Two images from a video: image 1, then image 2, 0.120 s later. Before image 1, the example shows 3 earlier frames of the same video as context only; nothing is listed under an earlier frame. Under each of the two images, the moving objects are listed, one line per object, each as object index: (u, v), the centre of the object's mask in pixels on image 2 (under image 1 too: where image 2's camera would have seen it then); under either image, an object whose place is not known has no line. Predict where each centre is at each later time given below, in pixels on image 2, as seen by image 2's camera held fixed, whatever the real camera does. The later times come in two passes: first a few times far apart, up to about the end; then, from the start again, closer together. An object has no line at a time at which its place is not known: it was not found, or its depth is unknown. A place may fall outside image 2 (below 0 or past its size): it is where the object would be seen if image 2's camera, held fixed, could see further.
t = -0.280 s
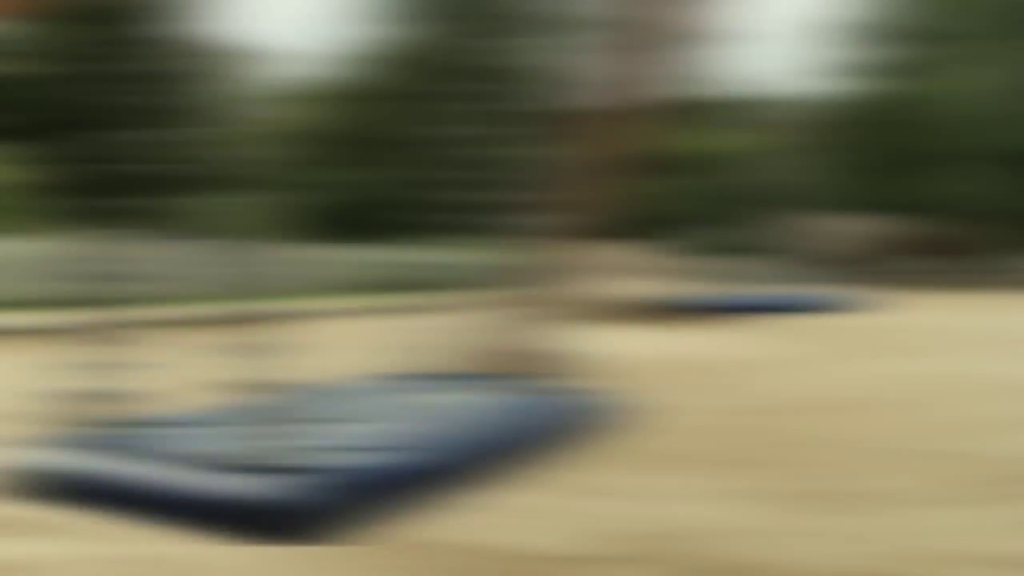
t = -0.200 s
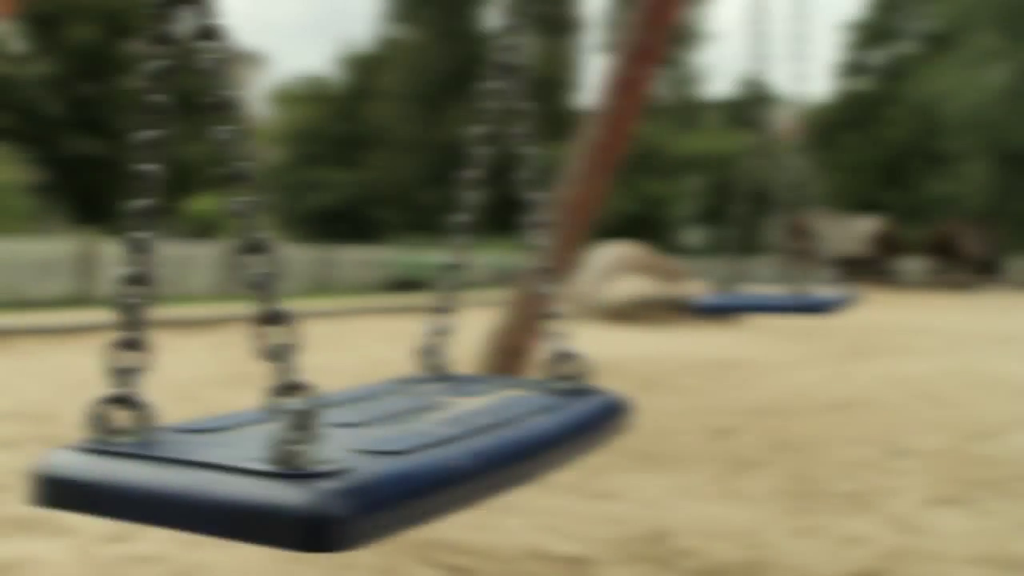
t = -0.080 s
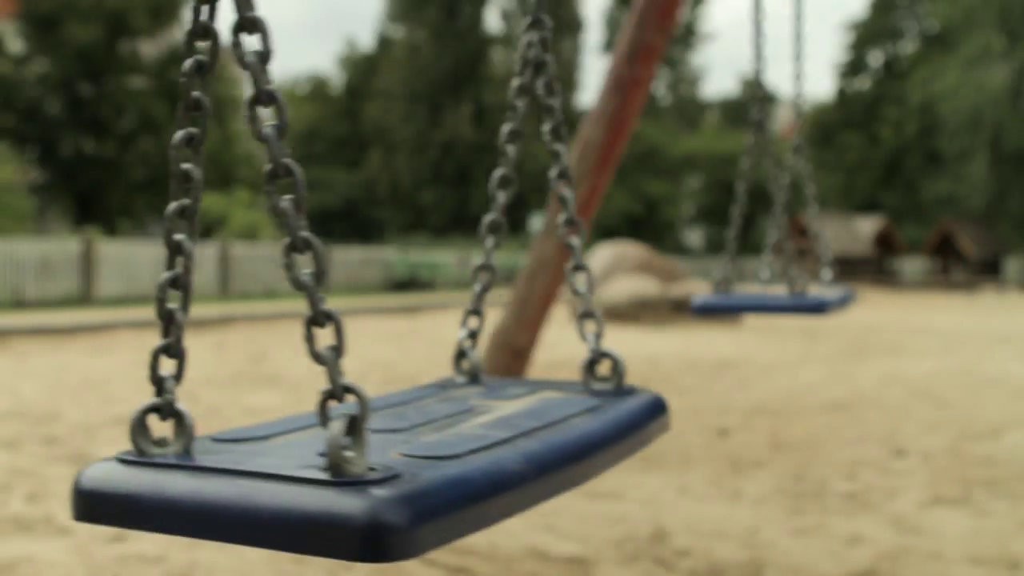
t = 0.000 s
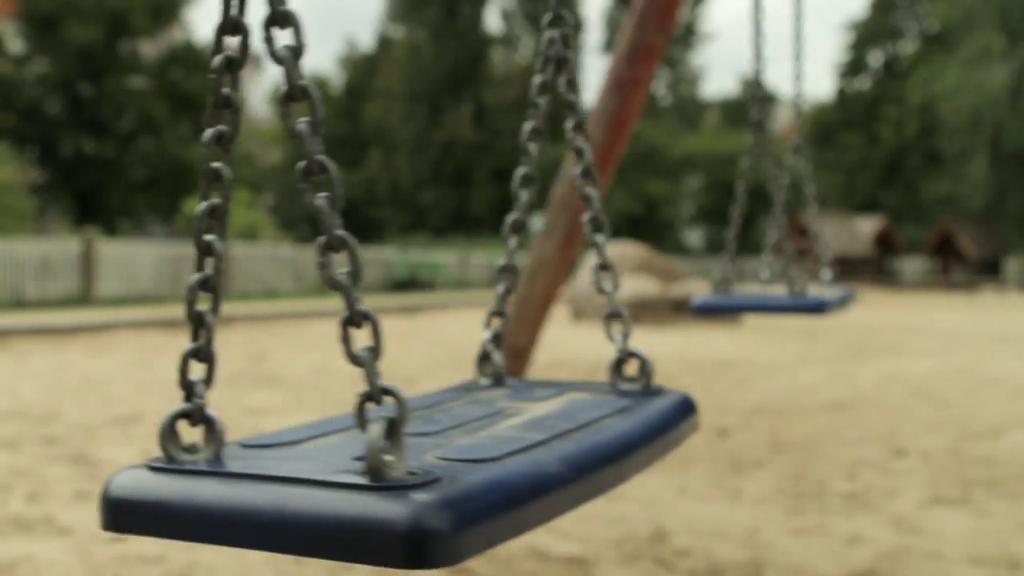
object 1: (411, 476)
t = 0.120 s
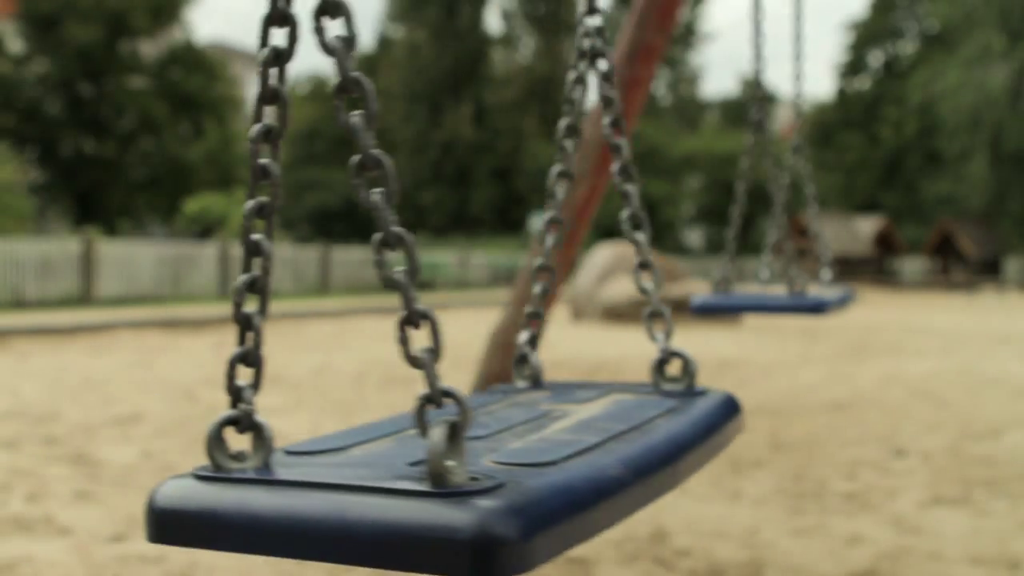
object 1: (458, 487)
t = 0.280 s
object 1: (520, 494)
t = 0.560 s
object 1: (606, 493)
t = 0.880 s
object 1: (607, 490)
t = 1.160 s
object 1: (525, 481)
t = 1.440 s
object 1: (419, 465)
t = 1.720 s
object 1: (324, 450)
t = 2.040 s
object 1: (272, 443)
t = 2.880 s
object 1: (435, 483)
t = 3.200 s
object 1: (560, 491)
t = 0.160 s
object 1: (474, 490)
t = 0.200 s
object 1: (490, 491)
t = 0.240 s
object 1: (507, 493)
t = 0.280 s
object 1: (520, 494)
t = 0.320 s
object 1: (532, 490)
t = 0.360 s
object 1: (549, 491)
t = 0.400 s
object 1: (562, 491)
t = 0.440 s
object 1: (575, 491)
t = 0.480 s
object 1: (586, 492)
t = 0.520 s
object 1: (596, 492)
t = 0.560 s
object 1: (606, 493)
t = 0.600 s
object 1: (613, 493)
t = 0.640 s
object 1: (618, 493)
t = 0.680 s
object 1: (620, 492)
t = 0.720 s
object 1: (621, 492)
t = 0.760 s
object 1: (620, 492)
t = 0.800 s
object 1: (618, 492)
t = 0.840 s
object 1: (613, 491)
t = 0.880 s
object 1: (607, 490)
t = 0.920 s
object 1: (598, 490)
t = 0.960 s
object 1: (589, 489)
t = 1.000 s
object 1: (577, 487)
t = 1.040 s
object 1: (565, 485)
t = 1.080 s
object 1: (553, 484)
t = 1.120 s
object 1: (539, 482)
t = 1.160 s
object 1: (525, 481)
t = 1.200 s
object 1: (511, 480)
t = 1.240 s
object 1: (497, 477)
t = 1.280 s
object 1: (482, 476)
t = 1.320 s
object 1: (465, 474)
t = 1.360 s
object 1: (450, 471)
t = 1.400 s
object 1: (434, 467)
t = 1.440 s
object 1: (419, 465)
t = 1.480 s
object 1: (404, 463)
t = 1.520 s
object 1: (389, 461)
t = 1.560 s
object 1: (375, 458)
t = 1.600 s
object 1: (362, 456)
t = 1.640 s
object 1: (348, 454)
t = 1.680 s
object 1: (336, 452)
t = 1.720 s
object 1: (324, 450)
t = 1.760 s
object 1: (314, 448)
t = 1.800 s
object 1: (304, 447)
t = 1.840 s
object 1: (294, 446)
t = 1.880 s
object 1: (288, 445)
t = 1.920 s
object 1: (282, 444)
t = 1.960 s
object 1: (278, 443)
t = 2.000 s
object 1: (274, 443)
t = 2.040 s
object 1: (272, 443)
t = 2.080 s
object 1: (270, 443)
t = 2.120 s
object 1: (270, 443)
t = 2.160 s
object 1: (270, 444)
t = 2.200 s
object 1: (270, 445)
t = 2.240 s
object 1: (272, 446)
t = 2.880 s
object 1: (435, 483)
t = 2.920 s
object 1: (451, 489)
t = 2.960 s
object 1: (467, 490)
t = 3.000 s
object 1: (484, 492)
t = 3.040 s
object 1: (499, 493)
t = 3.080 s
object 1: (516, 494)
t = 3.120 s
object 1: (529, 492)
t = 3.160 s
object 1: (546, 491)
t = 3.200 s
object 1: (560, 491)
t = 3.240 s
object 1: (572, 492)
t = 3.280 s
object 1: (583, 492)
